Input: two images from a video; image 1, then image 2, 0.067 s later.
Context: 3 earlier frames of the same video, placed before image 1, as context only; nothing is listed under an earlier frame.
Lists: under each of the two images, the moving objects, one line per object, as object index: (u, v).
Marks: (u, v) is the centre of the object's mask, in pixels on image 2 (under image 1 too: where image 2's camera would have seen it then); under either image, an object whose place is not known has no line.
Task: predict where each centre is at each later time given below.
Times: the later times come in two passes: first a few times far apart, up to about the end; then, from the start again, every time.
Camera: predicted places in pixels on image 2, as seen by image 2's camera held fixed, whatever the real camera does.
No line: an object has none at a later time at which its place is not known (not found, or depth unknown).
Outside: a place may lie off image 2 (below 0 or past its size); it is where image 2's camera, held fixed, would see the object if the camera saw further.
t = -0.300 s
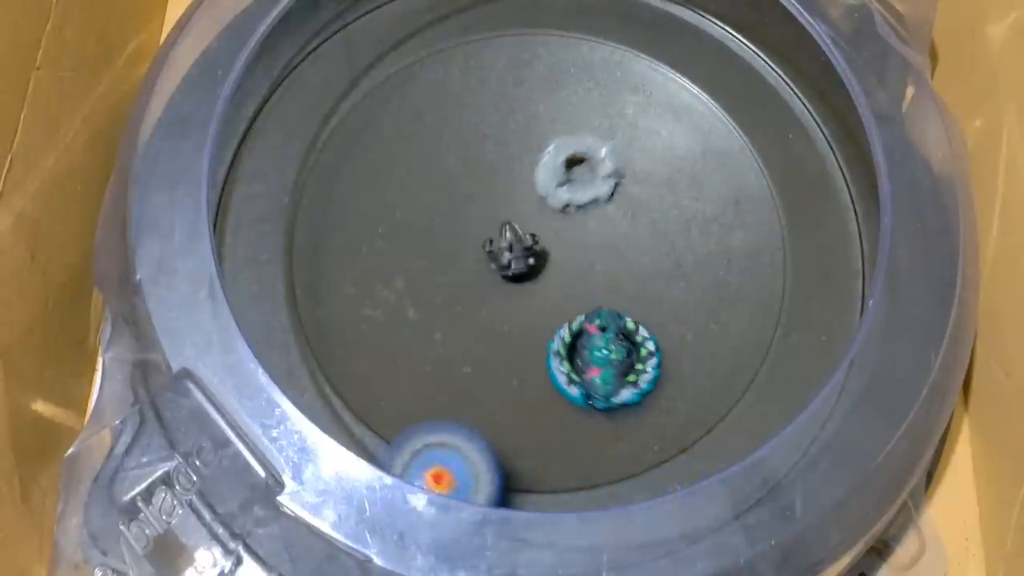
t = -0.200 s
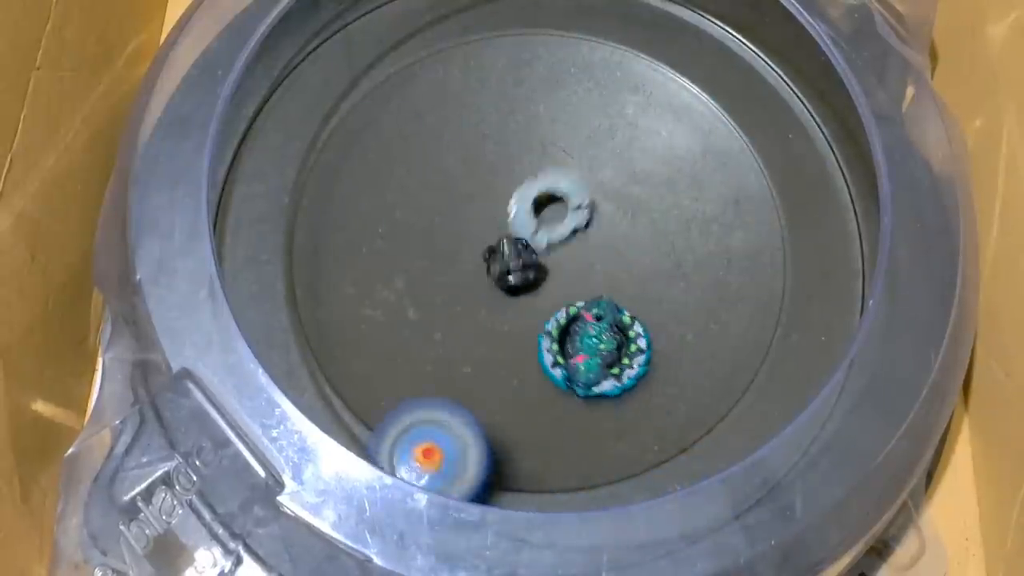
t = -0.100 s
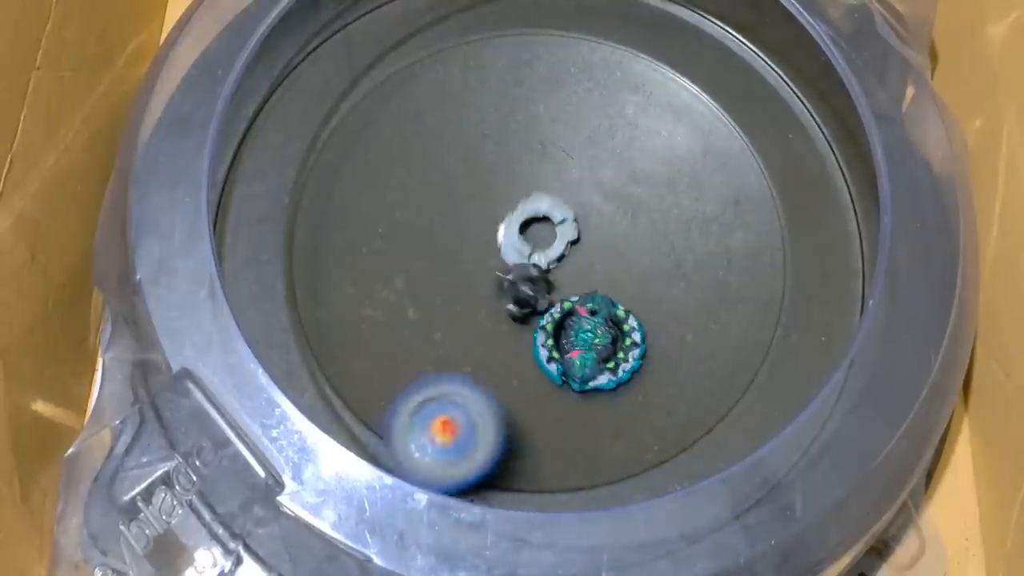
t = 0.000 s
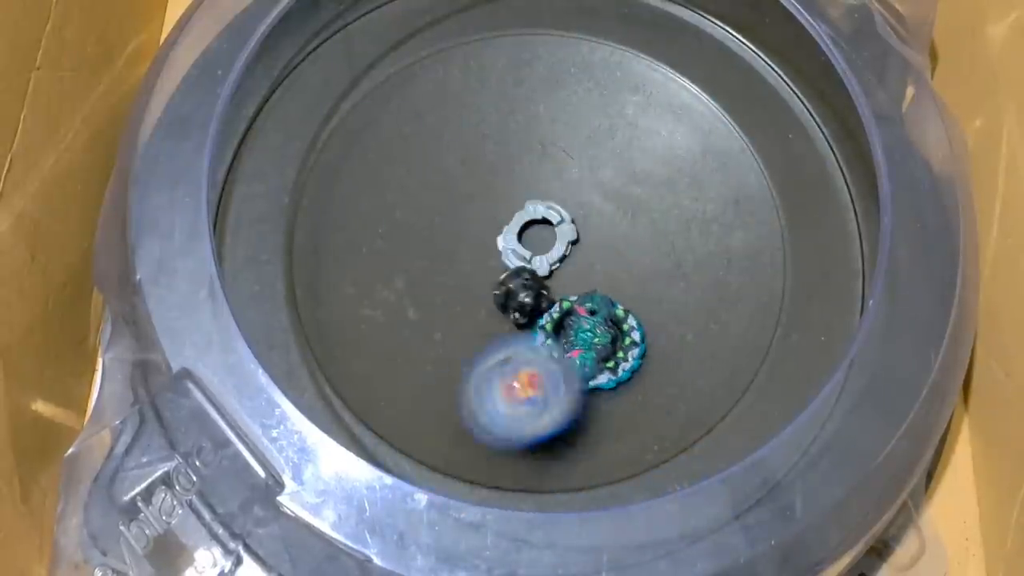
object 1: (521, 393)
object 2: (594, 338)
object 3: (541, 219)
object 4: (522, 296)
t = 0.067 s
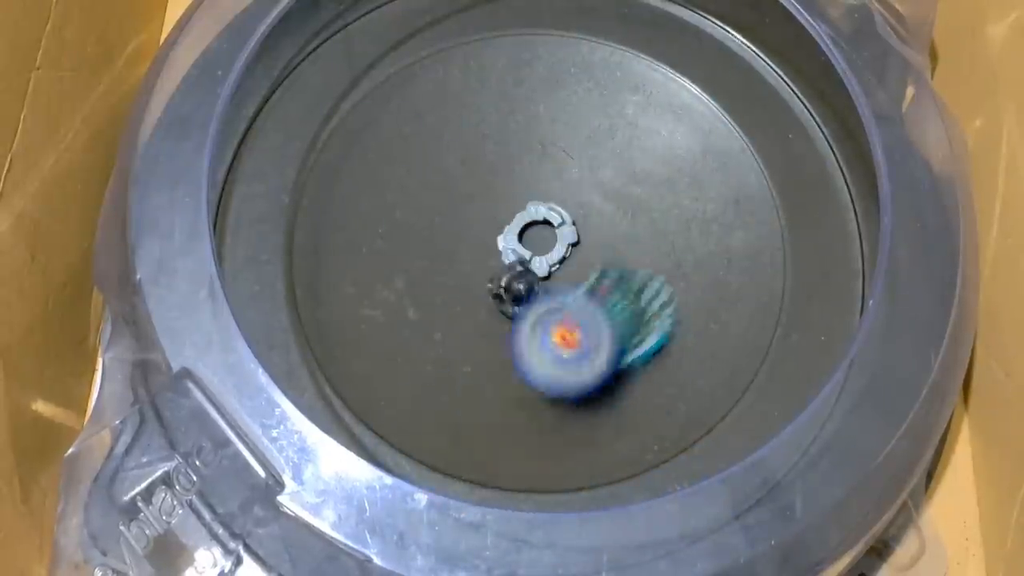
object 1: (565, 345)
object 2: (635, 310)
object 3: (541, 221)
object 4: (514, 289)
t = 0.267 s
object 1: (589, 168)
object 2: (662, 249)
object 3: (503, 207)
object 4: (516, 287)
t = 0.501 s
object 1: (468, 76)
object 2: (654, 251)
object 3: (501, 205)
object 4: (517, 286)
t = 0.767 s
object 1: (376, 245)
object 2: (649, 252)
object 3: (502, 207)
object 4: (517, 286)
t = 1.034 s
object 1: (669, 314)
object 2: (643, 244)
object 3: (503, 208)
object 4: (519, 286)
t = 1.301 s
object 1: (710, 97)
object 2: (643, 253)
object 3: (499, 198)
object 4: (519, 286)
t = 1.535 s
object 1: (468, 157)
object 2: (642, 253)
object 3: (508, 231)
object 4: (519, 286)
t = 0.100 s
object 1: (574, 324)
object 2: (651, 290)
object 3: (541, 221)
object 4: (511, 287)
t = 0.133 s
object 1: (583, 296)
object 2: (662, 275)
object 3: (539, 233)
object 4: (507, 290)
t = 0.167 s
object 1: (586, 255)
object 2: (668, 260)
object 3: (527, 224)
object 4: (511, 290)
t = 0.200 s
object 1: (585, 217)
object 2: (668, 252)
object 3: (511, 221)
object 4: (511, 289)
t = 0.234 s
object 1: (587, 192)
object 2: (665, 249)
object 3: (512, 214)
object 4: (514, 288)
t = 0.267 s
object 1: (589, 168)
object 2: (662, 249)
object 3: (503, 207)
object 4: (516, 287)
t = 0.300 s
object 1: (585, 149)
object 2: (661, 249)
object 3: (500, 205)
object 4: (517, 286)
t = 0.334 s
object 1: (576, 129)
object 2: (660, 249)
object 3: (500, 205)
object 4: (517, 286)
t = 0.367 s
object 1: (561, 114)
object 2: (659, 249)
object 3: (500, 205)
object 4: (517, 286)
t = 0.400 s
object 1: (540, 102)
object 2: (657, 249)
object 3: (501, 205)
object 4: (517, 286)
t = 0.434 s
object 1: (518, 92)
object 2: (656, 250)
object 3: (501, 205)
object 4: (517, 287)
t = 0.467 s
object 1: (495, 84)
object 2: (655, 250)
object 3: (501, 206)
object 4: (517, 286)
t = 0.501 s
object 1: (468, 76)
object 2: (654, 251)
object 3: (501, 205)
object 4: (517, 286)
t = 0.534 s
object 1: (440, 73)
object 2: (653, 251)
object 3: (501, 206)
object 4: (517, 286)
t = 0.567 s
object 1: (413, 77)
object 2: (652, 251)
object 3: (501, 206)
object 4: (517, 286)
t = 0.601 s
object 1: (389, 90)
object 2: (652, 252)
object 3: (501, 206)
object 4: (517, 286)
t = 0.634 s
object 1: (369, 110)
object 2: (651, 252)
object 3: (501, 206)
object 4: (517, 286)
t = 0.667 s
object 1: (356, 136)
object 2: (650, 252)
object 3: (502, 206)
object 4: (517, 286)
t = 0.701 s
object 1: (352, 169)
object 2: (650, 252)
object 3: (502, 206)
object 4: (517, 286)
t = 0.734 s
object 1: (357, 204)
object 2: (650, 252)
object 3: (498, 195)
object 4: (518, 286)
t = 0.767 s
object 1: (376, 245)
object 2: (649, 252)
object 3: (502, 207)
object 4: (517, 286)
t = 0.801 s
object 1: (402, 282)
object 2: (649, 252)
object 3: (502, 207)
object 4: (518, 286)
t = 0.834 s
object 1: (435, 310)
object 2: (648, 252)
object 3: (502, 207)
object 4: (518, 286)
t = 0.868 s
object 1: (472, 332)
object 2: (648, 252)
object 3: (502, 207)
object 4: (522, 281)
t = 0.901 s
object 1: (517, 346)
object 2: (648, 252)
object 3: (502, 207)
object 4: (518, 278)
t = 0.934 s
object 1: (559, 348)
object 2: (648, 252)
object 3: (502, 207)
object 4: (516, 283)
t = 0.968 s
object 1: (598, 342)
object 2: (648, 252)
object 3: (503, 208)
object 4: (519, 286)
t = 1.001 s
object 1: (638, 328)
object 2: (647, 244)
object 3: (503, 208)
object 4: (519, 286)
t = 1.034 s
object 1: (669, 314)
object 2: (643, 244)
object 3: (503, 208)
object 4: (519, 286)
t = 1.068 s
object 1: (701, 290)
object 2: (636, 246)
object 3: (504, 208)
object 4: (519, 286)
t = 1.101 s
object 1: (729, 262)
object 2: (639, 252)
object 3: (504, 208)
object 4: (519, 286)
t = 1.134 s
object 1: (745, 232)
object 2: (644, 253)
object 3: (504, 208)
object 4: (519, 286)
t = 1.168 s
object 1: (754, 204)
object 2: (645, 253)
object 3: (504, 208)
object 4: (519, 286)
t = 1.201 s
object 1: (754, 173)
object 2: (644, 253)
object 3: (504, 209)
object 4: (519, 286)
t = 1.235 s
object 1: (748, 144)
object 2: (644, 253)
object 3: (498, 198)
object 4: (519, 286)
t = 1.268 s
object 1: (733, 118)
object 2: (644, 253)
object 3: (498, 199)
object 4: (519, 286)
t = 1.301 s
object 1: (710, 97)
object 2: (643, 253)
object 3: (499, 198)
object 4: (519, 286)
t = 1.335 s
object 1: (677, 82)
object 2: (643, 253)
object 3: (504, 209)
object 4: (519, 286)
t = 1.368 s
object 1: (639, 78)
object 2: (643, 253)
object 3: (504, 209)
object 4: (519, 286)
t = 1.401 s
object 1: (605, 82)
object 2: (643, 253)
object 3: (504, 209)
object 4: (519, 286)
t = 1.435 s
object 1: (566, 94)
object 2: (643, 253)
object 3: (504, 210)
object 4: (519, 286)
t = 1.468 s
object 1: (532, 110)
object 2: (643, 253)
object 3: (505, 210)
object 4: (519, 286)
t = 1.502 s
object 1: (500, 129)
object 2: (643, 253)
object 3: (505, 210)
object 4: (519, 286)
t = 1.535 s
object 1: (468, 157)
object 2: (642, 253)
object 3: (508, 231)
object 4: (519, 286)
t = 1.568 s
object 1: (442, 188)
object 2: (642, 253)
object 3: (517, 202)
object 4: (519, 286)
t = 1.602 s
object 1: (421, 222)
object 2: (642, 253)
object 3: (505, 210)
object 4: (519, 286)
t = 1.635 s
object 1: (409, 261)
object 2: (642, 253)
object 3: (505, 210)
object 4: (519, 286)
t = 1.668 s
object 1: (405, 298)
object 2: (642, 253)
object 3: (505, 210)
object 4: (519, 286)
